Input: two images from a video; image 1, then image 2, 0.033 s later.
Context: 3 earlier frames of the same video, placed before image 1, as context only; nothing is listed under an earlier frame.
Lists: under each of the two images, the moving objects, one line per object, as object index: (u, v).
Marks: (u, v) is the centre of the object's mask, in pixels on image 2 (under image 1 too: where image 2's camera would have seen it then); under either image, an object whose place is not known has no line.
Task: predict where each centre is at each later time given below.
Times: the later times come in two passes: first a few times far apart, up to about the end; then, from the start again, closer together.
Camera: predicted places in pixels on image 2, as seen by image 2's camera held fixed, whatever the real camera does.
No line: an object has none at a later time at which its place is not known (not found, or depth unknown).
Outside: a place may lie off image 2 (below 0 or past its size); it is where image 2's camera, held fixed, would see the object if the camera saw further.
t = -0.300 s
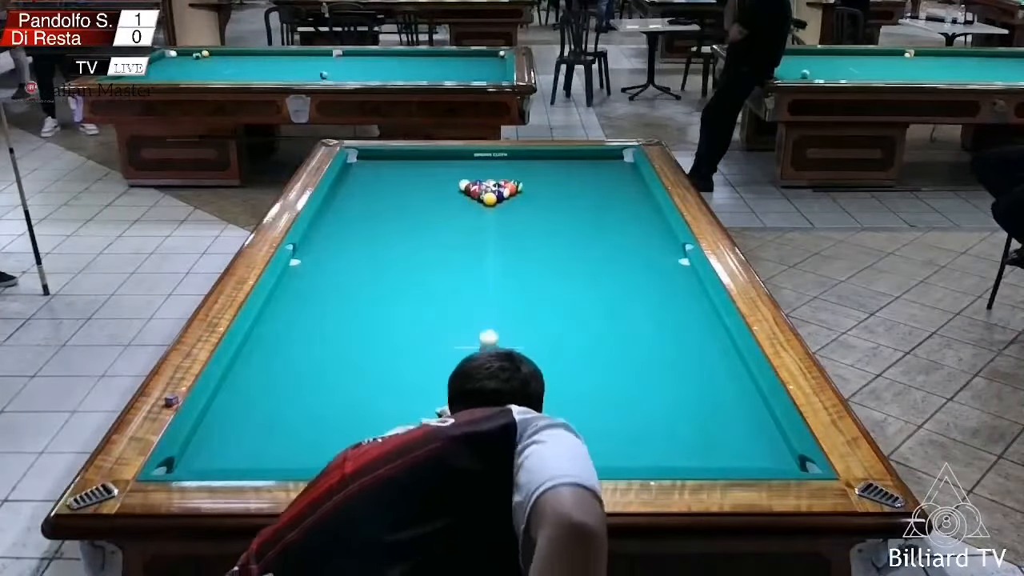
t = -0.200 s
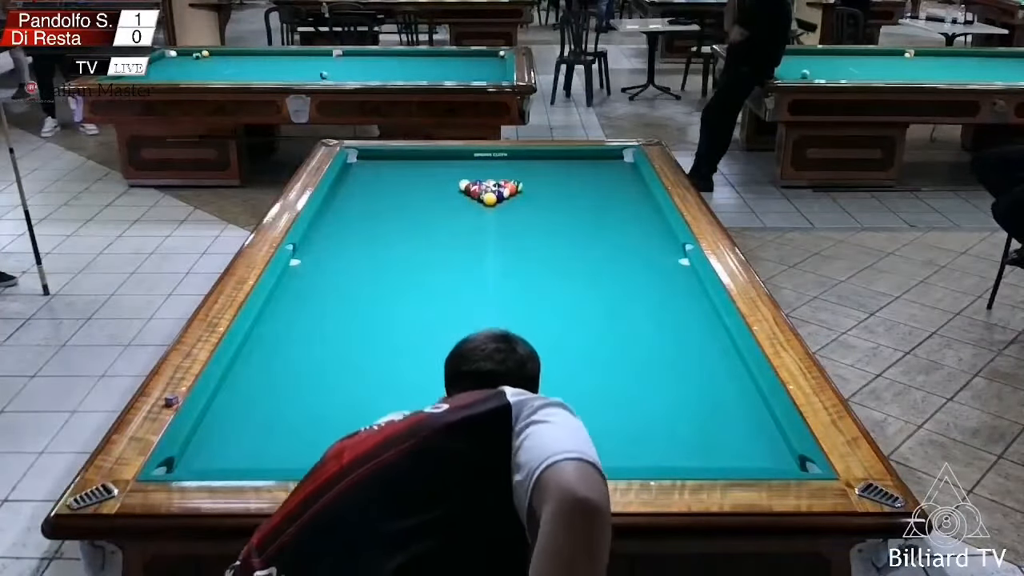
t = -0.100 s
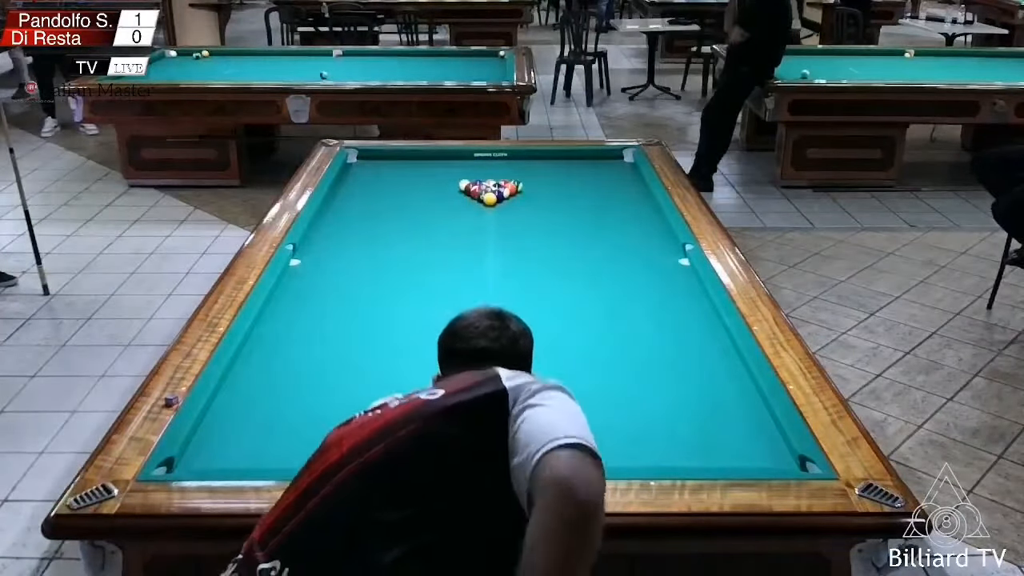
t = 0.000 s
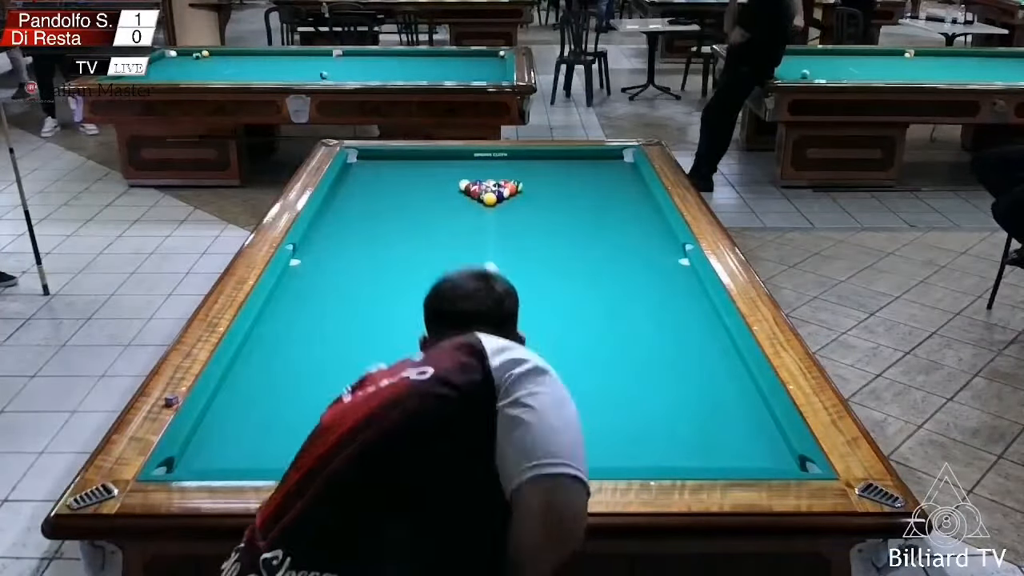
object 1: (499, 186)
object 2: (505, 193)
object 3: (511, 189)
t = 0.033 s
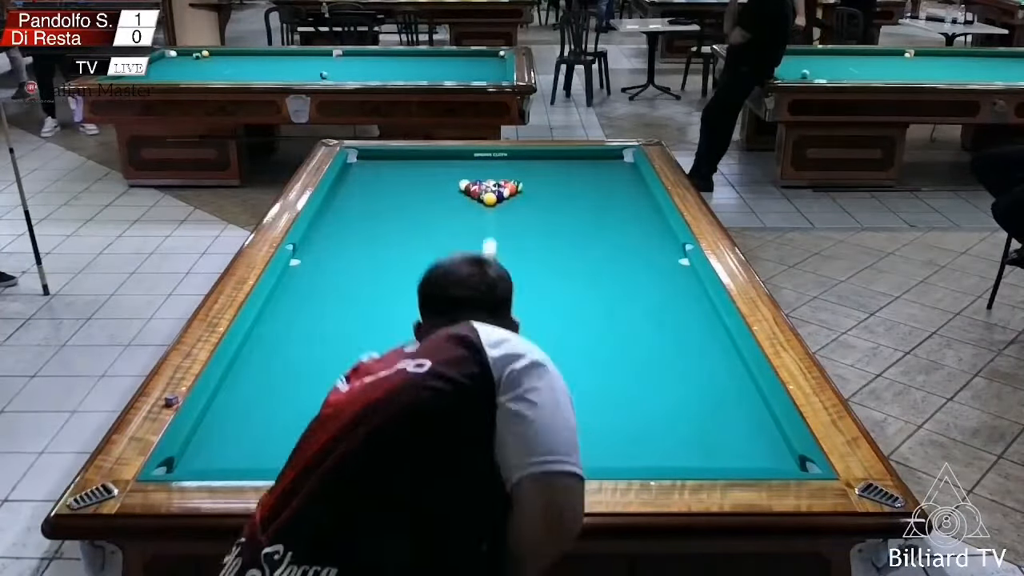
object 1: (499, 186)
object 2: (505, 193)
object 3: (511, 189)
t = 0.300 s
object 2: (533, 197)
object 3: (531, 184)
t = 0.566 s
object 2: (574, 204)
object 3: (561, 178)
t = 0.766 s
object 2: (603, 207)
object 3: (579, 173)
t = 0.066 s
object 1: (499, 186)
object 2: (505, 193)
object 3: (511, 189)
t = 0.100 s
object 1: (499, 186)
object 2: (505, 193)
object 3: (511, 189)
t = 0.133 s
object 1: (499, 186)
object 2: (510, 195)
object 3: (516, 187)
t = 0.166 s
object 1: (501, 187)
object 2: (515, 195)
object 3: (520, 185)
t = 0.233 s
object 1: (504, 185)
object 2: (526, 196)
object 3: (526, 185)
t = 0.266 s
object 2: (527, 196)
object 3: (528, 184)
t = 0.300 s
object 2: (533, 197)
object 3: (531, 184)
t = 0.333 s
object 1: (508, 183)
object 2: (538, 197)
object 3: (535, 183)
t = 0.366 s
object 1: (510, 182)
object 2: (542, 199)
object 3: (539, 183)
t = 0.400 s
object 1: (511, 180)
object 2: (547, 199)
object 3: (542, 182)
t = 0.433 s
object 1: (513, 180)
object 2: (553, 201)
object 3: (546, 181)
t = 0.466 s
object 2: (557, 201)
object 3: (549, 180)
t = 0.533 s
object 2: (570, 203)
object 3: (557, 178)
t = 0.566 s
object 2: (574, 204)
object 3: (561, 178)
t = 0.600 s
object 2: (579, 204)
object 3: (564, 176)
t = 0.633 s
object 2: (582, 204)
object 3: (565, 176)
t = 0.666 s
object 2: (587, 206)
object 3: (569, 175)
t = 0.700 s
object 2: (592, 206)
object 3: (572, 175)
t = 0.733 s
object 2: (597, 206)
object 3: (575, 174)
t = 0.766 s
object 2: (603, 207)
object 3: (579, 173)
